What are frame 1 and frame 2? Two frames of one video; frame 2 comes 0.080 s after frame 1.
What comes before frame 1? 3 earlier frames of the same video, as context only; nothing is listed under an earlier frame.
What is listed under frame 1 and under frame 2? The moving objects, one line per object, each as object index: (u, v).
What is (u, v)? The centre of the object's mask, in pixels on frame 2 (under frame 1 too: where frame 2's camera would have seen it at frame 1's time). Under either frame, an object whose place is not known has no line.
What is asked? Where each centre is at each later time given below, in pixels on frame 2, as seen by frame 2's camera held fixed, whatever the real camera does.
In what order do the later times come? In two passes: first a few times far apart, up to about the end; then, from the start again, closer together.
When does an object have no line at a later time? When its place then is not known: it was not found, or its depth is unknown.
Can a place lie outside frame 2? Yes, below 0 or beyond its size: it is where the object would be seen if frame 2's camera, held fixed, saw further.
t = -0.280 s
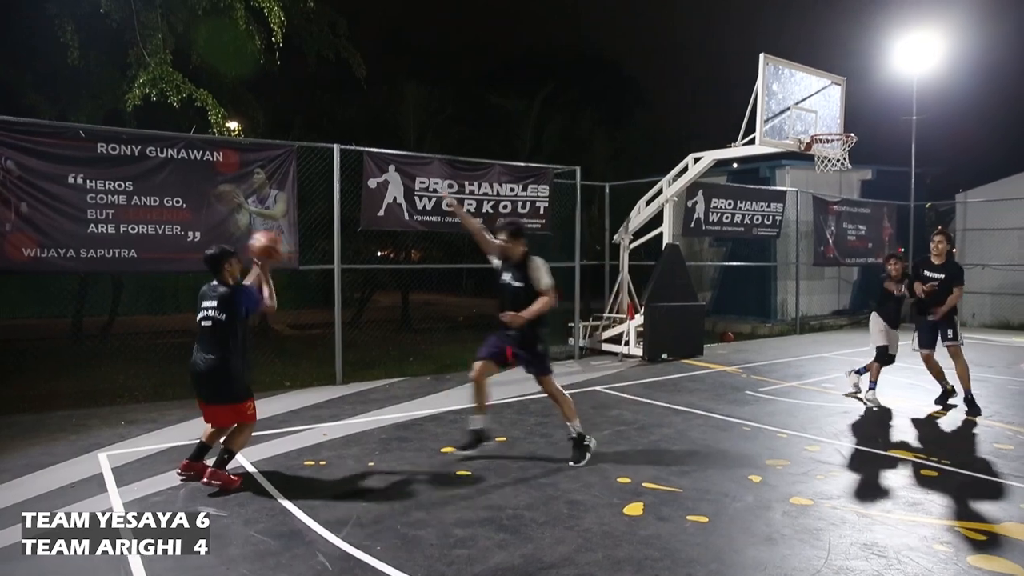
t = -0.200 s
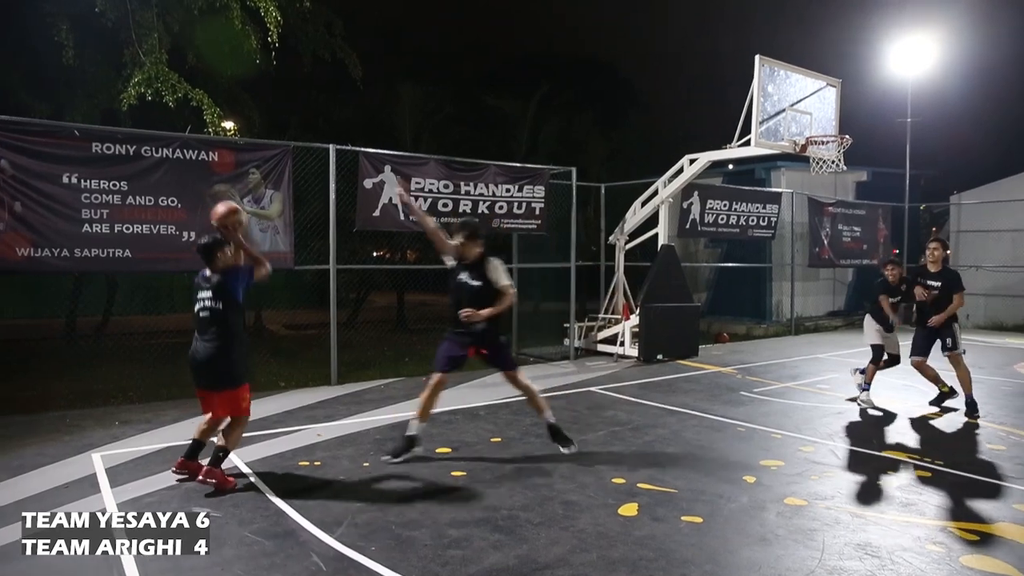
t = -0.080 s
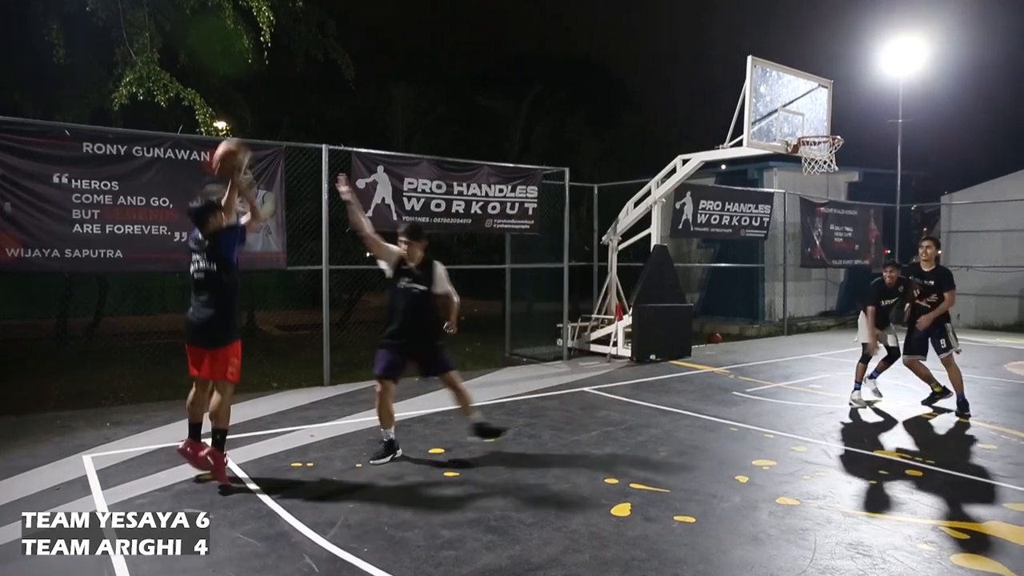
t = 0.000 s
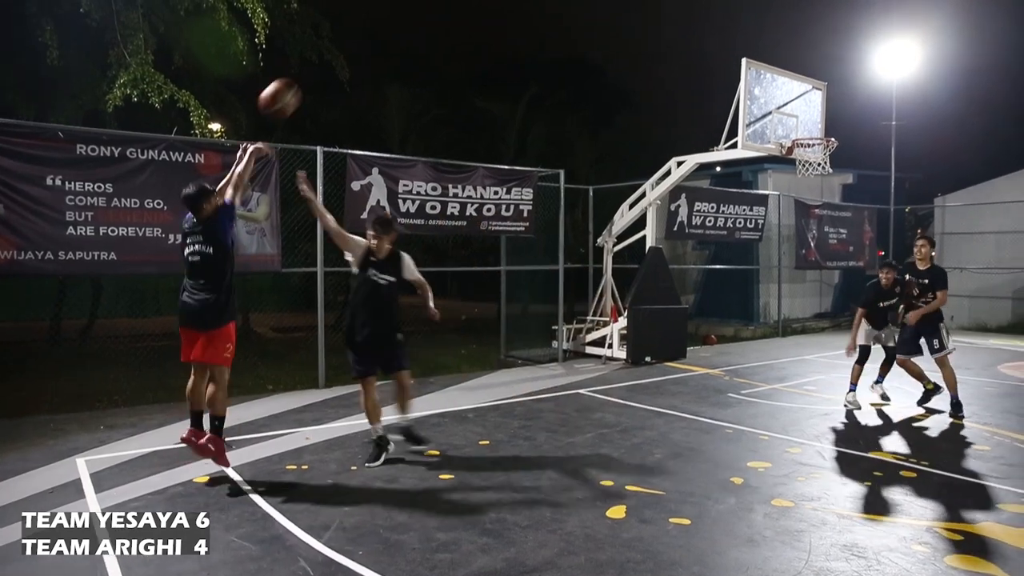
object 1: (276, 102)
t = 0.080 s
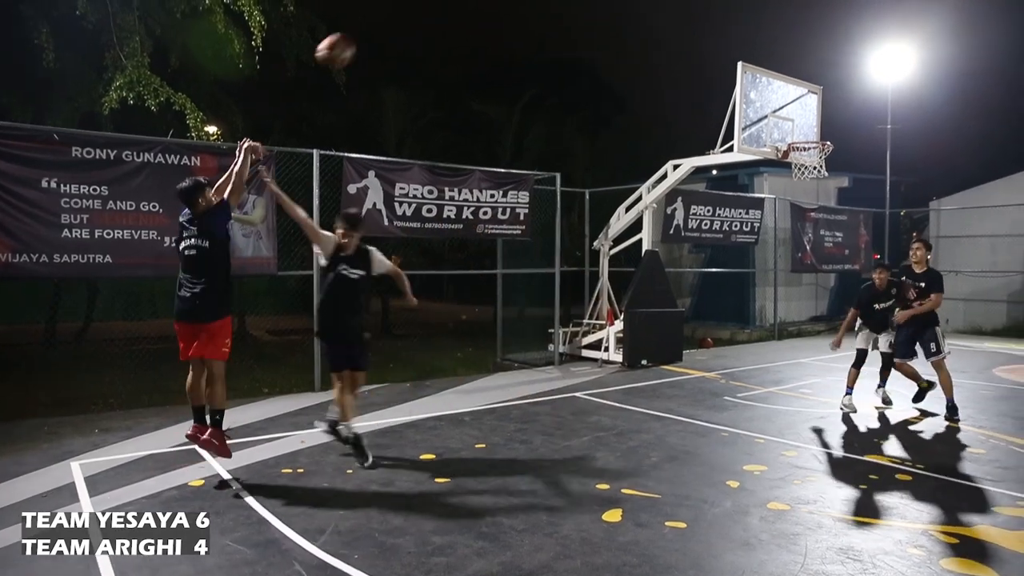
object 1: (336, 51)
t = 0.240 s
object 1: (439, -4)
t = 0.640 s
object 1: (635, -17)
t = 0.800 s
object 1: (691, 12)
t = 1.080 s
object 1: (775, 114)
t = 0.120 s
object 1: (363, 30)
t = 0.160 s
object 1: (389, 13)
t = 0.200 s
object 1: (415, 3)
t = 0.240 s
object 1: (439, -4)
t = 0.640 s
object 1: (635, -17)
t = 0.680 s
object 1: (649, -14)
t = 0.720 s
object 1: (663, -9)
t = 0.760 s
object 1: (677, 1)
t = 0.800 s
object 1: (691, 12)
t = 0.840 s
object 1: (705, 23)
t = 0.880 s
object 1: (717, 36)
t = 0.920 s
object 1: (730, 50)
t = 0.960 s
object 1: (741, 64)
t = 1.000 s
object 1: (753, 80)
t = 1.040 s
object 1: (764, 97)
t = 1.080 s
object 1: (775, 114)
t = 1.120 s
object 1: (785, 132)
